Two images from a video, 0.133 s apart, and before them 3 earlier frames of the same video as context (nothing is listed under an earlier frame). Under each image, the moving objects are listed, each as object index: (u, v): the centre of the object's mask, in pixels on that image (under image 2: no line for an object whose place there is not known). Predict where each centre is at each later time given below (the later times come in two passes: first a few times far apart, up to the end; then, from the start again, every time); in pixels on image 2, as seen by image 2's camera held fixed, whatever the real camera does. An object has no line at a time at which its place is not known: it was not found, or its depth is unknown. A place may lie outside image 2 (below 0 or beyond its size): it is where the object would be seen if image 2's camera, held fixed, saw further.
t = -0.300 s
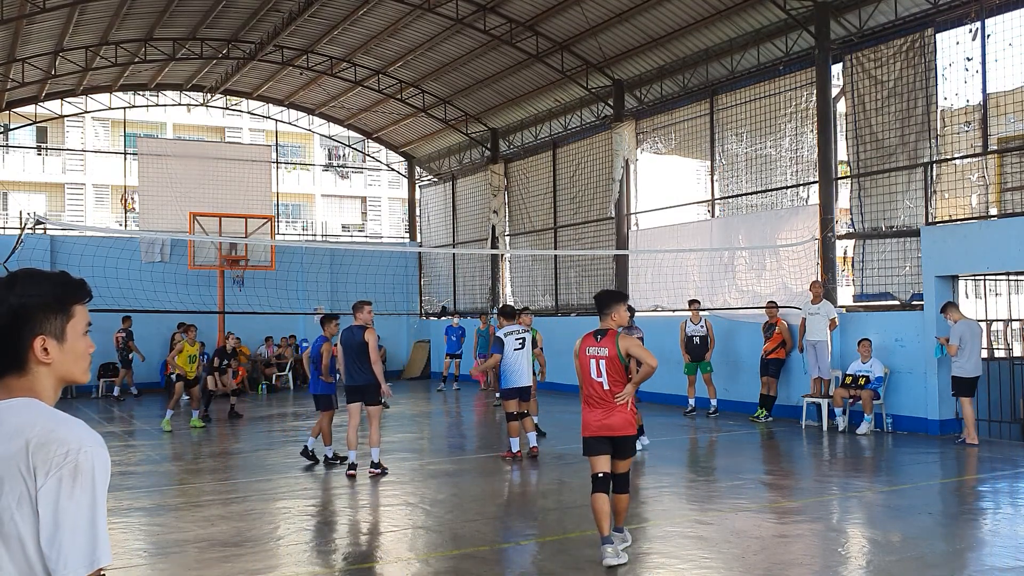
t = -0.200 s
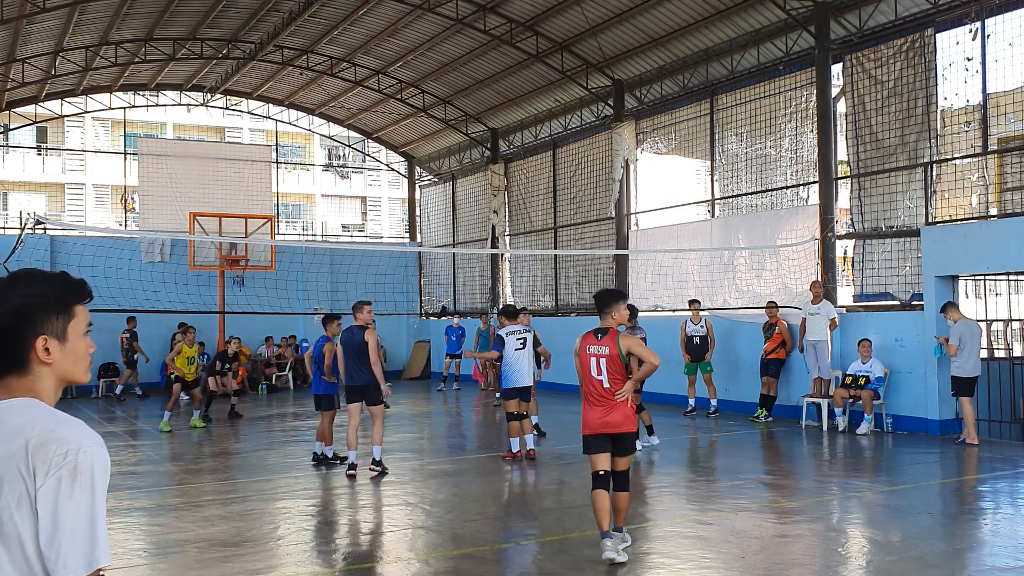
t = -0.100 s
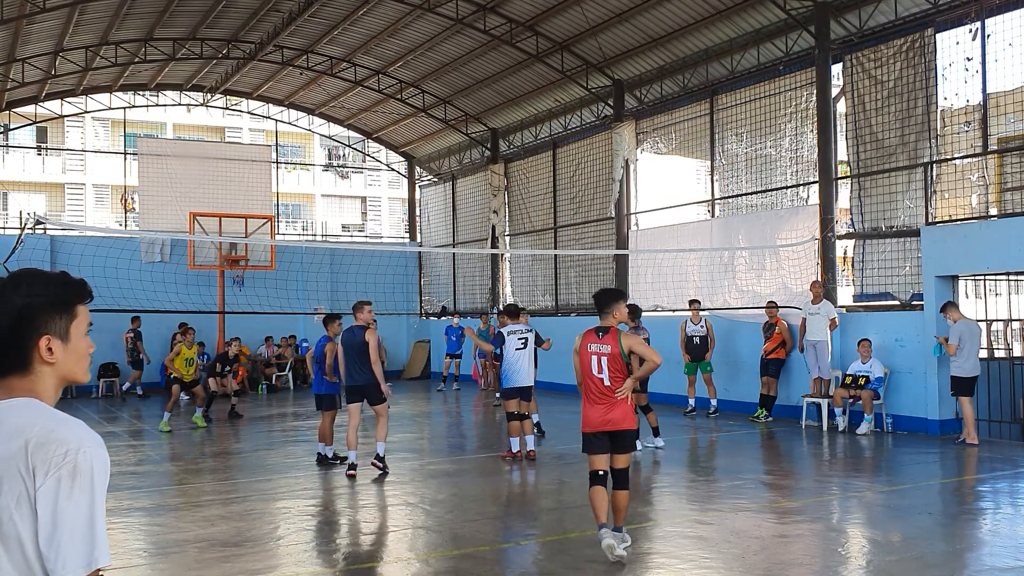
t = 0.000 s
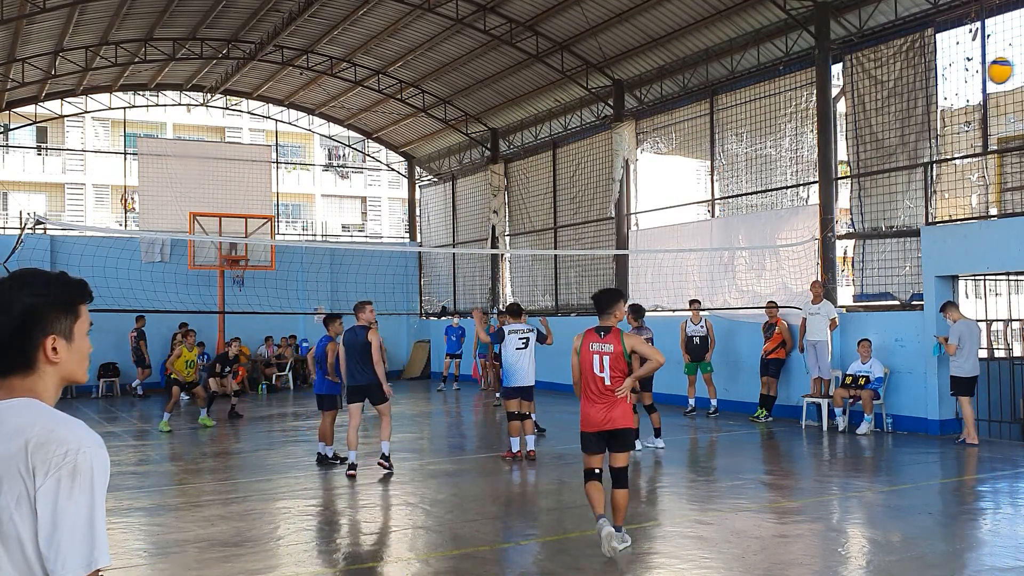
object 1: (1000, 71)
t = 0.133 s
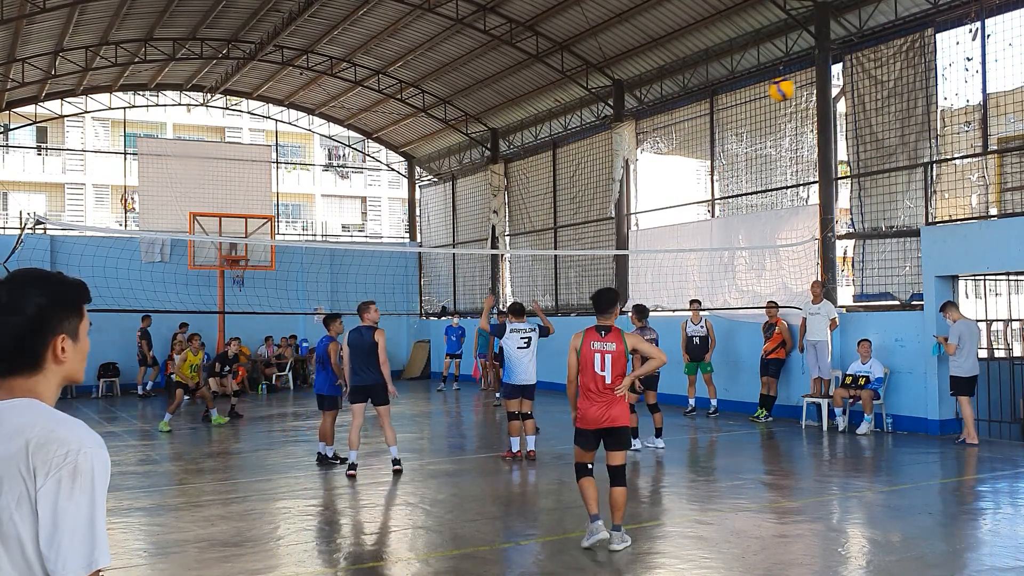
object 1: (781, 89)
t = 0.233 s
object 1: (660, 110)
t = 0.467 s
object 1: (460, 170)
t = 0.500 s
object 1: (438, 180)
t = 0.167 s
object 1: (738, 96)
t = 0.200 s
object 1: (698, 103)
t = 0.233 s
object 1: (660, 110)
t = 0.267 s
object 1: (625, 118)
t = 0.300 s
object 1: (593, 126)
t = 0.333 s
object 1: (563, 135)
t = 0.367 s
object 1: (535, 144)
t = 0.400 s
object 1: (509, 152)
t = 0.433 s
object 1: (483, 161)
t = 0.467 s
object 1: (460, 170)
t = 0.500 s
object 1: (438, 180)
